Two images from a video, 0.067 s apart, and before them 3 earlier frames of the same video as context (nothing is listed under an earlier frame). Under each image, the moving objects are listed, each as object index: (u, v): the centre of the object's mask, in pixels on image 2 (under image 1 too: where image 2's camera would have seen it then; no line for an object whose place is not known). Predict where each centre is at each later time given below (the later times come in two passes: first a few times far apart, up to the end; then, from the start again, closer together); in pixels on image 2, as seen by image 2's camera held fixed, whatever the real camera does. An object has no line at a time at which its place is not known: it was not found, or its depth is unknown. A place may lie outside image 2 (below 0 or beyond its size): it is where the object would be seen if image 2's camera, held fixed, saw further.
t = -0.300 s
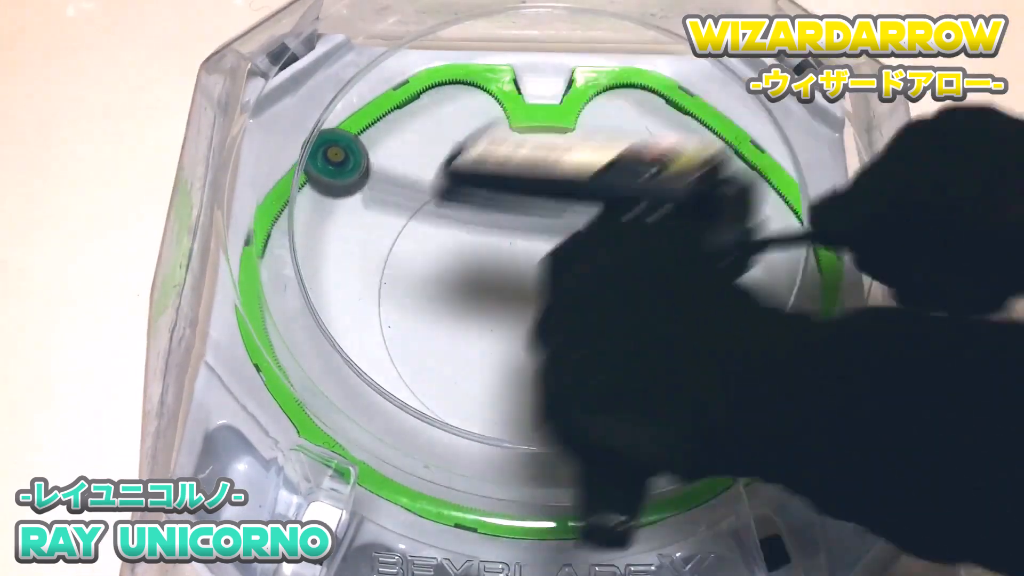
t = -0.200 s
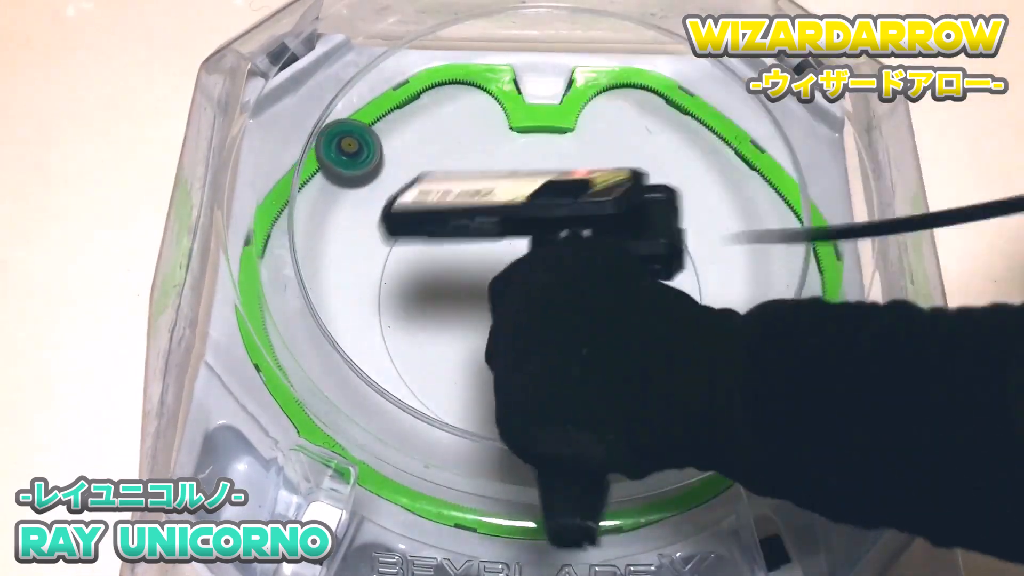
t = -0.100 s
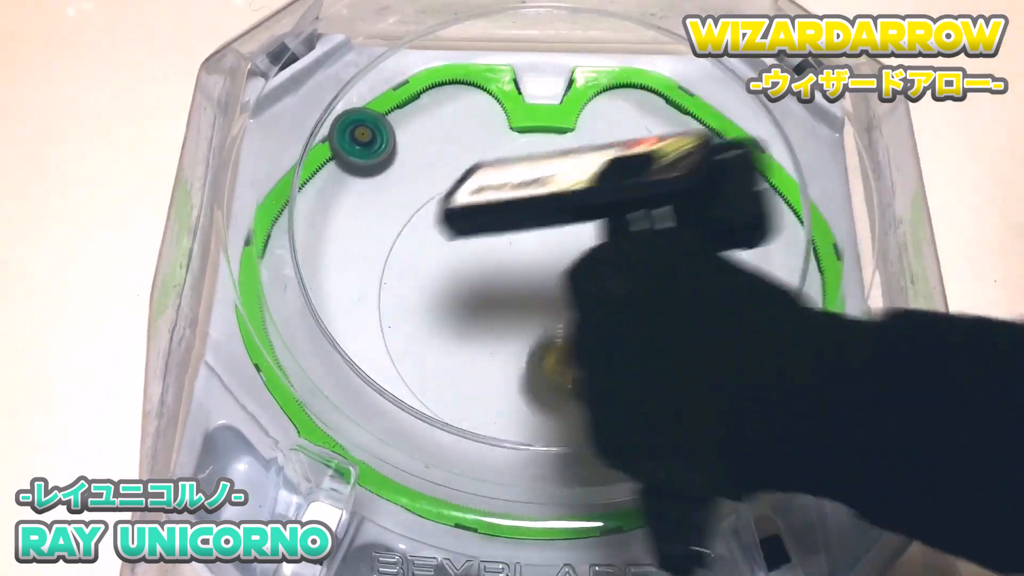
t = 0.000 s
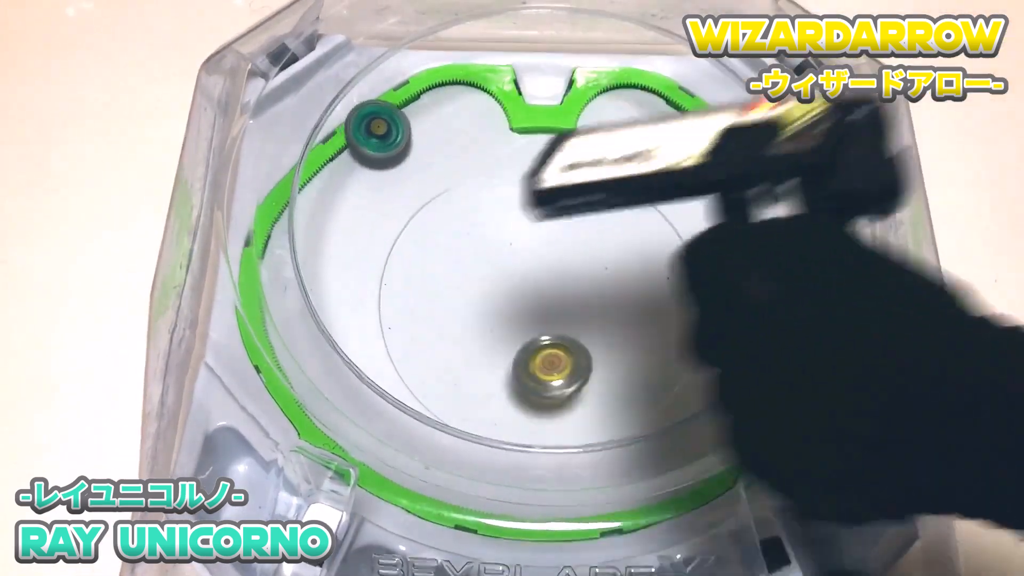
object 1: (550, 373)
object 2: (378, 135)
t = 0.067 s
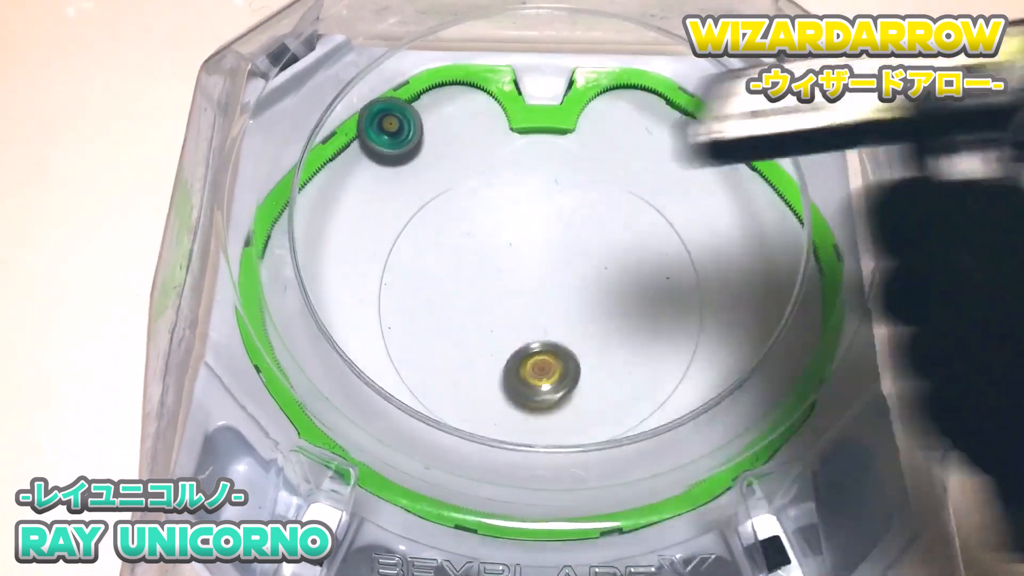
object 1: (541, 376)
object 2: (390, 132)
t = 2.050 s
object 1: (506, 191)
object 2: (642, 336)
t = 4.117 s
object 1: (599, 289)
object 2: (480, 262)
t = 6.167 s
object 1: (488, 228)
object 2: (619, 327)
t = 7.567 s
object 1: (588, 271)
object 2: (476, 333)
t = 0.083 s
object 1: (540, 372)
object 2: (393, 131)
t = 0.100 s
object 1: (540, 368)
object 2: (396, 130)
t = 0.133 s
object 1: (538, 365)
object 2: (402, 129)
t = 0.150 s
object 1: (537, 362)
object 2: (405, 128)
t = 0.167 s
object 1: (536, 360)
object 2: (409, 128)
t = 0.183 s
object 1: (534, 358)
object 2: (412, 127)
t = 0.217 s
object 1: (528, 355)
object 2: (420, 127)
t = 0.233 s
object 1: (525, 354)
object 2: (424, 126)
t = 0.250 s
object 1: (521, 353)
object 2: (428, 126)
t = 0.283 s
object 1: (514, 353)
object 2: (436, 126)
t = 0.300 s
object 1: (510, 353)
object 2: (439, 125)
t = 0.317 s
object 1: (506, 353)
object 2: (443, 125)
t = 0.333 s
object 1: (501, 354)
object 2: (447, 125)
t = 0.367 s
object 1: (493, 356)
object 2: (454, 126)
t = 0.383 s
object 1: (489, 358)
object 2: (458, 127)
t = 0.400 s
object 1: (486, 360)
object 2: (462, 127)
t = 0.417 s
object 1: (482, 362)
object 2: (465, 128)
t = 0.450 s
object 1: (477, 367)
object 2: (472, 129)
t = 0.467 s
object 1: (475, 369)
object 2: (475, 130)
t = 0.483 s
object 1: (474, 371)
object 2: (478, 131)
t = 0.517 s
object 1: (472, 376)
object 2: (483, 133)
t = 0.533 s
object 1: (472, 378)
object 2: (486, 134)
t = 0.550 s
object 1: (472, 380)
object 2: (488, 135)
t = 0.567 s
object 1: (472, 381)
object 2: (491, 137)
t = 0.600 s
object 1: (473, 383)
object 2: (495, 140)
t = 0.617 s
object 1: (474, 383)
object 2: (498, 142)
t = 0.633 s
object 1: (476, 383)
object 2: (500, 144)
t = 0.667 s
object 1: (478, 383)
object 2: (504, 148)
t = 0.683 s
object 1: (479, 382)
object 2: (507, 151)
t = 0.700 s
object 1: (481, 381)
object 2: (509, 154)
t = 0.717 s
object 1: (483, 378)
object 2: (511, 156)
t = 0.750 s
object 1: (485, 375)
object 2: (516, 163)
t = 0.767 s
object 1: (487, 372)
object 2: (518, 166)
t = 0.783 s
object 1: (488, 369)
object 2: (520, 169)
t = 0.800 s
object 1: (489, 366)
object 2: (522, 172)
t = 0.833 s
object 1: (491, 359)
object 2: (526, 180)
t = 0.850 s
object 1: (492, 355)
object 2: (527, 184)
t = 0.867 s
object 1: (492, 350)
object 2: (529, 188)
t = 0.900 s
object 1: (492, 342)
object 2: (531, 197)
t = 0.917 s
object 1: (492, 338)
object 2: (533, 201)
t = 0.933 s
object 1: (491, 333)
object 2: (534, 205)
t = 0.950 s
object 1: (490, 329)
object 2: (536, 209)
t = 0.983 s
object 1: (486, 319)
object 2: (540, 218)
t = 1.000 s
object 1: (484, 314)
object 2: (542, 222)
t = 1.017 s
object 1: (482, 309)
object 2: (544, 226)
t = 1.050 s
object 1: (477, 301)
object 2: (549, 234)
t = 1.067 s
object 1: (474, 297)
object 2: (551, 238)
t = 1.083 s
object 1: (471, 293)
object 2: (554, 242)
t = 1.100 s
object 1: (467, 289)
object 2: (556, 246)
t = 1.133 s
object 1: (459, 283)
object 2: (563, 254)
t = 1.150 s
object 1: (455, 281)
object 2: (566, 258)
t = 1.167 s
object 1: (451, 278)
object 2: (569, 262)
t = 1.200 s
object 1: (443, 275)
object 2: (577, 270)
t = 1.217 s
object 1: (439, 274)
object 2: (580, 274)
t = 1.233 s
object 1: (436, 272)
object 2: (585, 278)
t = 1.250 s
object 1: (432, 272)
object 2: (589, 282)
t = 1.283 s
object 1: (427, 272)
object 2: (598, 289)
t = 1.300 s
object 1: (425, 273)
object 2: (603, 293)
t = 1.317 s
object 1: (424, 274)
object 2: (607, 296)
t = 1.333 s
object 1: (423, 275)
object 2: (612, 299)
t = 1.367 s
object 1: (422, 277)
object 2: (621, 305)
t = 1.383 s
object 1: (422, 279)
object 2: (625, 307)
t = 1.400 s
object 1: (422, 280)
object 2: (629, 309)
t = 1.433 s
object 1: (425, 282)
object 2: (637, 313)
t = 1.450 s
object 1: (427, 283)
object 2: (641, 315)
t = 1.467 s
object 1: (429, 284)
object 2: (644, 316)
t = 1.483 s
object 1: (431, 286)
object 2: (648, 318)
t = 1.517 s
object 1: (438, 287)
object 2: (654, 320)
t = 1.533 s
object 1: (441, 287)
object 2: (656, 321)
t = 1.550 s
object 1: (445, 287)
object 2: (659, 322)
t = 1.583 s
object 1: (452, 287)
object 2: (663, 323)
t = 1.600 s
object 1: (456, 287)
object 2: (665, 324)
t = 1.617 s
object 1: (460, 287)
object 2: (666, 325)
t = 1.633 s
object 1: (464, 285)
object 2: (667, 325)
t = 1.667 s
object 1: (472, 282)
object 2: (669, 326)
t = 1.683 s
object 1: (476, 279)
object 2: (669, 326)
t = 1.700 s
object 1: (480, 277)
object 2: (669, 326)
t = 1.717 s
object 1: (484, 273)
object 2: (668, 326)
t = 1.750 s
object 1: (491, 266)
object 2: (667, 326)
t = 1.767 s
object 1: (494, 262)
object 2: (666, 327)
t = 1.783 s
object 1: (497, 257)
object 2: (665, 327)
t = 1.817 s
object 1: (502, 249)
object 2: (663, 327)
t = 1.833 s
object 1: (505, 243)
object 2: (662, 328)
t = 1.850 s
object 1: (506, 238)
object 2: (660, 328)
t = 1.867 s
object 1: (508, 234)
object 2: (659, 329)
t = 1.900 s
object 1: (511, 224)
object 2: (657, 329)
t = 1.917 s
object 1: (511, 221)
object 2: (655, 330)
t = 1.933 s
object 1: (512, 216)
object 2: (654, 331)
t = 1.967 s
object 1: (512, 208)
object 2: (651, 332)
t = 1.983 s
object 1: (511, 204)
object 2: (649, 333)
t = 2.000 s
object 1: (511, 200)
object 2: (648, 333)
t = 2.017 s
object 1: (509, 197)
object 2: (646, 334)
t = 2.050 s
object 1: (506, 191)
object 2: (642, 336)
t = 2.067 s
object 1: (505, 187)
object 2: (641, 337)
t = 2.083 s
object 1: (503, 185)
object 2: (638, 338)
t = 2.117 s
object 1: (500, 181)
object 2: (634, 339)
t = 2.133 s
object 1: (498, 179)
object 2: (632, 341)
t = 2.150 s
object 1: (496, 179)
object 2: (630, 342)
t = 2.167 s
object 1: (494, 178)
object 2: (627, 342)
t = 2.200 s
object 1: (491, 179)
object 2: (623, 344)
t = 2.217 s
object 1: (490, 180)
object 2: (620, 345)
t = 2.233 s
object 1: (488, 181)
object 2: (618, 346)
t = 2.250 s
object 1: (487, 182)
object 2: (615, 347)
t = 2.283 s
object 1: (486, 188)
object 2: (610, 349)
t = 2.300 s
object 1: (486, 190)
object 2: (608, 350)
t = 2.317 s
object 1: (486, 193)
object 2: (605, 351)
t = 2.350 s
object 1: (488, 200)
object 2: (599, 353)
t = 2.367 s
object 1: (489, 203)
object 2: (596, 354)
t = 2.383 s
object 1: (491, 208)
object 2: (593, 355)
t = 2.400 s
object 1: (494, 211)
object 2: (590, 356)
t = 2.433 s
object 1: (500, 218)
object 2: (584, 358)
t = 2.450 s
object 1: (504, 222)
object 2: (581, 359)
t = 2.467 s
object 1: (508, 225)
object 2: (578, 360)
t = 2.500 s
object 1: (516, 232)
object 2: (572, 362)
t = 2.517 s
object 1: (521, 234)
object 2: (569, 363)
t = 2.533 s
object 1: (527, 237)
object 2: (566, 364)
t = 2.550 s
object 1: (532, 239)
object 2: (563, 365)
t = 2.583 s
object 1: (543, 242)
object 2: (556, 367)
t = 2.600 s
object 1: (549, 243)
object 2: (553, 368)
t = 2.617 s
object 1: (554, 245)
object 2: (550, 368)
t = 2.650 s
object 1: (565, 246)
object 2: (544, 370)
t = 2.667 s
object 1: (571, 246)
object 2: (541, 371)
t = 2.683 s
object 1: (576, 246)
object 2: (538, 371)
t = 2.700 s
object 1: (581, 245)
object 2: (535, 372)
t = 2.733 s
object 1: (591, 244)
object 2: (529, 373)
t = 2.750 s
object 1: (596, 242)
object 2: (526, 373)
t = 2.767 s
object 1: (600, 241)
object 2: (524, 373)
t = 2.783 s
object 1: (604, 240)
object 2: (521, 374)
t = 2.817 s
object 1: (611, 236)
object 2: (516, 374)
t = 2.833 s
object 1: (613, 234)
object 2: (514, 374)
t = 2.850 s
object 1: (616, 231)
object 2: (512, 374)
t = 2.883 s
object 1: (620, 226)
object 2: (507, 374)
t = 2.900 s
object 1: (621, 223)
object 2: (505, 374)
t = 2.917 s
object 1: (622, 220)
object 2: (504, 373)
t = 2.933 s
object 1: (623, 217)
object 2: (502, 373)
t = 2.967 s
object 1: (623, 211)
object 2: (498, 372)
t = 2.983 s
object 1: (622, 208)
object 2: (497, 371)
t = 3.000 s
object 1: (620, 206)
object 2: (495, 370)
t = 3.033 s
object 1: (616, 201)
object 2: (492, 368)
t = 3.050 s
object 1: (614, 200)
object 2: (491, 367)
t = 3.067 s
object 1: (611, 199)
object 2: (490, 365)
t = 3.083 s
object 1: (608, 199)
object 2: (488, 364)
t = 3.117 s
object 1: (601, 199)
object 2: (486, 362)
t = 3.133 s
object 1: (598, 200)
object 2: (485, 360)
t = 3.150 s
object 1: (594, 201)
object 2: (484, 359)
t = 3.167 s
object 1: (590, 204)
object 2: (483, 357)
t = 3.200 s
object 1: (585, 209)
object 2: (482, 354)
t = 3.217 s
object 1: (582, 213)
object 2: (481, 353)
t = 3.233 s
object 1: (580, 217)
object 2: (481, 351)
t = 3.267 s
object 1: (576, 226)
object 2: (479, 348)
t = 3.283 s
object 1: (574, 232)
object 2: (479, 347)
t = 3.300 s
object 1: (573, 238)
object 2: (478, 345)
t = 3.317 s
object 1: (573, 244)
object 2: (477, 343)
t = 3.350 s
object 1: (572, 256)
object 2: (475, 340)
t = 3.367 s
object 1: (573, 261)
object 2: (474, 338)
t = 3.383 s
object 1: (574, 268)
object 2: (473, 336)
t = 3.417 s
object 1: (576, 279)
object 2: (470, 333)
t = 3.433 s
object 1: (578, 285)
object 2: (469, 331)
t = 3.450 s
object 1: (581, 290)
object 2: (468, 330)
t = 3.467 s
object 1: (583, 295)
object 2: (466, 328)
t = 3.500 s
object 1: (589, 304)
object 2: (464, 325)
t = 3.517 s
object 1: (592, 309)
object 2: (463, 323)
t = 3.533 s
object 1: (597, 311)
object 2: (462, 322)
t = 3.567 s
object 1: (604, 319)
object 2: (460, 318)
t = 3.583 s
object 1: (608, 321)
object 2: (460, 317)
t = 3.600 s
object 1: (613, 323)
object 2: (460, 315)
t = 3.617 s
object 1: (617, 325)
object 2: (459, 313)
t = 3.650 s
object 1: (627, 327)
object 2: (458, 309)
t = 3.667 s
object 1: (631, 328)
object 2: (458, 308)
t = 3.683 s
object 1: (636, 328)
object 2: (458, 306)
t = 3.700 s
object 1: (640, 328)
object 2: (457, 304)
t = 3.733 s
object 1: (649, 326)
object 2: (457, 300)
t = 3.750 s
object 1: (653, 325)
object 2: (457, 299)
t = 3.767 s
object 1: (656, 323)
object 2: (457, 297)
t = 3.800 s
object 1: (662, 319)
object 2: (458, 294)
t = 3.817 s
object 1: (664, 316)
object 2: (458, 291)
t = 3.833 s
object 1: (665, 313)
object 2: (459, 290)
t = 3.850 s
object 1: (666, 311)
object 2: (459, 288)
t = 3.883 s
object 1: (666, 304)
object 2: (461, 284)
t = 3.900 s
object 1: (664, 301)
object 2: (462, 283)
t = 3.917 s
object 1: (662, 297)
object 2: (463, 281)
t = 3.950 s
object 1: (656, 292)
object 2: (465, 278)
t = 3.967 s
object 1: (651, 291)
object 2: (467, 276)
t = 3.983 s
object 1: (647, 288)
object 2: (468, 274)
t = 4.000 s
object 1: (642, 286)
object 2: (469, 273)
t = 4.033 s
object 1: (630, 285)
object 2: (472, 269)
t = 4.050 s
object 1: (623, 286)
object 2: (474, 268)
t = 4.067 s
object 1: (617, 286)
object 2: (475, 267)
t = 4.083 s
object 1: (611, 287)
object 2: (477, 265)
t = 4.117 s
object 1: (599, 289)
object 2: (480, 262)
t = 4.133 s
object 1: (592, 291)
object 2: (482, 259)
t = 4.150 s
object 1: (586, 293)
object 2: (483, 258)
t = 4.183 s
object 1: (574, 300)
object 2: (485, 254)
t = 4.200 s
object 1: (569, 302)
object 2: (487, 251)
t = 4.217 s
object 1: (563, 307)
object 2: (488, 249)
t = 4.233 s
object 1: (558, 311)
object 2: (489, 247)
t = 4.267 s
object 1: (549, 321)
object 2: (492, 244)
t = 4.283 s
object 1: (545, 326)
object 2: (494, 242)
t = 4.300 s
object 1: (541, 332)
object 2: (495, 240)
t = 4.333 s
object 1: (535, 343)
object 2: (498, 237)
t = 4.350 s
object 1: (533, 349)
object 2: (499, 235)
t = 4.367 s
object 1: (531, 355)
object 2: (501, 234)
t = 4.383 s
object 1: (530, 361)
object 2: (503, 233)
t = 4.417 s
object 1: (528, 373)
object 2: (506, 230)
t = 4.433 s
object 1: (529, 378)
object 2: (508, 230)
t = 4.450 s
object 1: (529, 384)
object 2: (510, 229)
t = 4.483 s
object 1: (532, 393)
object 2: (513, 227)
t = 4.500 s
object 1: (534, 398)
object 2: (515, 226)
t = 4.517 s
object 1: (536, 402)
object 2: (516, 225)
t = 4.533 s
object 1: (538, 406)
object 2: (518, 224)
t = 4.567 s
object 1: (544, 411)
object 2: (520, 222)
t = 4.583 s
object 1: (547, 412)
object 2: (522, 221)
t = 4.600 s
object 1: (551, 413)
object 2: (523, 220)
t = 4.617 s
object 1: (554, 414)
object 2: (524, 220)
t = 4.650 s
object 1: (560, 416)
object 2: (527, 218)
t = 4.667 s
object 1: (563, 416)
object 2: (528, 218)
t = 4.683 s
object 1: (566, 415)
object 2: (529, 217)
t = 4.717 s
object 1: (571, 414)
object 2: (532, 216)
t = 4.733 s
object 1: (573, 413)
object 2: (533, 216)
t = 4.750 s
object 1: (575, 412)
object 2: (534, 216)
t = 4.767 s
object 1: (576, 411)
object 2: (536, 215)
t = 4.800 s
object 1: (578, 406)
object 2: (538, 215)
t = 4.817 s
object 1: (579, 402)
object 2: (539, 215)
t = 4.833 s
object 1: (579, 397)
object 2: (540, 215)
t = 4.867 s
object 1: (579, 387)
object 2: (541, 216)
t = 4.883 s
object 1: (578, 381)
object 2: (542, 216)
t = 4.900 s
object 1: (577, 376)
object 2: (543, 216)
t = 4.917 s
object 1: (575, 371)
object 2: (544, 217)
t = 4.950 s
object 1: (571, 360)
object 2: (546, 218)
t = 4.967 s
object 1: (568, 354)
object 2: (547, 219)
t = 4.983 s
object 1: (565, 349)
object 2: (548, 220)
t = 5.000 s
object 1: (561, 344)
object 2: (550, 221)
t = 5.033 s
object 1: (552, 335)
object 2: (552, 223)
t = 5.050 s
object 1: (547, 331)
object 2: (554, 224)
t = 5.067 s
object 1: (542, 327)
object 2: (555, 226)
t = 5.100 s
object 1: (531, 320)
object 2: (558, 228)
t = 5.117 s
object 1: (525, 317)
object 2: (560, 229)
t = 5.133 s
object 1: (519, 315)
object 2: (562, 231)
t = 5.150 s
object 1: (512, 313)
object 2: (563, 232)
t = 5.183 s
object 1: (500, 309)
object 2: (566, 235)
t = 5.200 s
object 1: (493, 308)
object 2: (568, 236)
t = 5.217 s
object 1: (487, 307)
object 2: (570, 238)
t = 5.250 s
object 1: (474, 306)
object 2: (573, 241)
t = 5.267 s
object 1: (469, 306)
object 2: (575, 242)
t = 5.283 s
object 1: (463, 306)
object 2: (577, 244)
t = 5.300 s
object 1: (457, 307)
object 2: (579, 245)
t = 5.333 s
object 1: (447, 309)
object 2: (582, 249)
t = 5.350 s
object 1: (443, 310)
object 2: (585, 251)
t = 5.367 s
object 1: (439, 311)
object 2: (586, 253)
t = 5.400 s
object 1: (432, 315)
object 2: (590, 257)
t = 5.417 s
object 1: (430, 317)
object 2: (592, 259)
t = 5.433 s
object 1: (428, 319)
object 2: (594, 261)
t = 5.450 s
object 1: (426, 321)
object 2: (596, 262)
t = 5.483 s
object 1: (424, 325)
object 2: (600, 266)
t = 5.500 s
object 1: (424, 328)
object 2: (601, 268)
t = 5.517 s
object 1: (425, 330)
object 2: (603, 269)
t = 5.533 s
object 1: (426, 332)
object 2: (605, 271)
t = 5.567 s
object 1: (429, 335)
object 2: (609, 275)
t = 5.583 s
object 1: (431, 337)
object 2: (610, 277)
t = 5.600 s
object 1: (434, 338)
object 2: (612, 278)
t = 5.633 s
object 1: (441, 340)
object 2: (615, 282)
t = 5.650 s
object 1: (444, 341)
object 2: (617, 283)
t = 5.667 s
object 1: (448, 340)
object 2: (618, 285)
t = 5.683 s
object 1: (452, 340)
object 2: (620, 286)
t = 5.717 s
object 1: (459, 337)
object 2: (622, 289)
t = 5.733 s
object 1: (462, 335)
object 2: (623, 291)
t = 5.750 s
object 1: (466, 333)
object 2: (624, 293)
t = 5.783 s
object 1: (473, 327)
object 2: (625, 296)
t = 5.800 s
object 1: (476, 324)
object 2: (626, 297)
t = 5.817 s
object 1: (479, 320)
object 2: (626, 299)
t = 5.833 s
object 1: (482, 316)
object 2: (627, 300)
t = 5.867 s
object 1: (487, 308)
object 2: (627, 303)
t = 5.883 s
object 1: (489, 303)
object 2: (627, 304)
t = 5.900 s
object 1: (491, 298)
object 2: (627, 305)
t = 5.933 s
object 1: (493, 289)
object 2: (627, 308)
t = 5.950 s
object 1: (494, 284)
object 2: (627, 310)
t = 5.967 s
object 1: (495, 279)
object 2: (627, 311)
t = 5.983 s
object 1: (495, 274)
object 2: (626, 312)
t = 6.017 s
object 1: (496, 265)
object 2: (626, 315)
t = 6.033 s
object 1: (496, 259)
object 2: (625, 316)
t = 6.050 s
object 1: (496, 254)
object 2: (625, 318)
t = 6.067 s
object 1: (495, 250)
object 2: (624, 319)
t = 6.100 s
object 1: (493, 242)
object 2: (622, 322)
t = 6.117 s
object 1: (492, 237)
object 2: (622, 323)
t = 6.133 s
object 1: (491, 234)
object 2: (621, 325)
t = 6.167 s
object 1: (488, 228)
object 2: (619, 327)
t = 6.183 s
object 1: (487, 225)
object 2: (618, 328)
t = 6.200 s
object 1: (485, 224)
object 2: (617, 329)
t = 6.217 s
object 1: (483, 222)
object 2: (616, 331)
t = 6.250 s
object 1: (480, 221)
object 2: (614, 333)
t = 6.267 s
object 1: (478, 221)
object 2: (612, 335)
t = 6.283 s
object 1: (476, 221)
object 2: (611, 336)
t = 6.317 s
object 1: (473, 220)
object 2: (608, 338)
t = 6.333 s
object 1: (472, 221)
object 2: (606, 340)
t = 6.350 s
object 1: (471, 222)
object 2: (605, 341)
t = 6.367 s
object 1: (470, 223)
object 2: (603, 342)
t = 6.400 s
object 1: (470, 225)
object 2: (600, 344)
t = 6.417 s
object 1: (470, 227)
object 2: (598, 345)
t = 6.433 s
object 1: (471, 229)
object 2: (596, 347)
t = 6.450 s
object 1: (473, 232)
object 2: (595, 348)
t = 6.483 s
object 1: (477, 237)
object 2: (591, 350)
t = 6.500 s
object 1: (479, 240)
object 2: (589, 351)
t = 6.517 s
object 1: (482, 242)
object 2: (587, 352)
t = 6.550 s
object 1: (488, 246)
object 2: (583, 355)
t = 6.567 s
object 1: (491, 248)
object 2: (581, 356)
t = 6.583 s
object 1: (494, 249)
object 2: (579, 357)
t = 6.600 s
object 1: (498, 251)
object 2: (576, 357)
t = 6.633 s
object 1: (506, 254)
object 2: (572, 359)
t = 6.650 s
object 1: (510, 256)
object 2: (570, 360)
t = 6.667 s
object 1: (514, 255)
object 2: (568, 361)
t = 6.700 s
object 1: (523, 257)
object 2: (563, 363)
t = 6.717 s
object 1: (527, 257)
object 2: (561, 363)
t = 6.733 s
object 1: (531, 257)
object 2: (559, 364)
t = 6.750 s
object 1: (536, 256)
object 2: (557, 364)
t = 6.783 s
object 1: (545, 254)
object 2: (552, 365)
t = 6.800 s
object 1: (548, 254)
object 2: (550, 366)
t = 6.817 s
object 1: (552, 253)
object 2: (548, 366)
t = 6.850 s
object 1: (559, 251)
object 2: (543, 367)
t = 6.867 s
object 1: (562, 249)
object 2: (541, 367)
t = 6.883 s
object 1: (566, 248)
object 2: (539, 367)
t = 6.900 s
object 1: (569, 246)
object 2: (537, 367)
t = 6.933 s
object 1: (574, 242)
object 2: (532, 367)
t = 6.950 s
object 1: (577, 240)
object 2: (530, 367)
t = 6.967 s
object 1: (579, 237)
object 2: (528, 367)
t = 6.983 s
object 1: (580, 236)
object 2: (526, 367)
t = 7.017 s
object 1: (584, 232)
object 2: (522, 367)
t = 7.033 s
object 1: (585, 230)
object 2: (520, 366)
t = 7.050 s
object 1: (586, 228)
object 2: (518, 366)
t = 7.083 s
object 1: (588, 224)
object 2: (514, 366)
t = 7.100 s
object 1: (588, 222)
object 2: (513, 365)
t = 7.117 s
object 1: (588, 221)
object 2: (511, 364)
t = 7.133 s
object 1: (588, 219)
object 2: (509, 364)
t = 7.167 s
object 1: (587, 217)
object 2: (505, 362)
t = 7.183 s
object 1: (586, 217)
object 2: (504, 362)
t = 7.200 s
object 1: (585, 216)
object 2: (502, 361)
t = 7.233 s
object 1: (583, 216)
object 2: (499, 359)
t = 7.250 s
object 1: (581, 217)
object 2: (497, 358)
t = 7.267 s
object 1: (581, 217)
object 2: (496, 357)
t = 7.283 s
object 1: (580, 219)
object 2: (495, 356)
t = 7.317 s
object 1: (578, 221)
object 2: (492, 354)
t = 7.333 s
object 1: (578, 223)
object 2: (490, 353)
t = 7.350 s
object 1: (577, 226)
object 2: (489, 352)
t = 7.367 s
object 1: (577, 229)
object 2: (488, 350)
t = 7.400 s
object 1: (576, 235)
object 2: (485, 348)
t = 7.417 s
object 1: (576, 238)
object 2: (484, 347)
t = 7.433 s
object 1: (576, 242)
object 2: (483, 345)
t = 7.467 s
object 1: (578, 249)
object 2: (481, 342)
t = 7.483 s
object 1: (579, 252)
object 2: (480, 341)
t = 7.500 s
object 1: (580, 256)
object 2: (479, 340)
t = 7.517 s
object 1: (582, 260)
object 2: (478, 338)
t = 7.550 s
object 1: (586, 268)
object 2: (477, 335)
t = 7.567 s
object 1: (588, 271)
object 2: (476, 333)
